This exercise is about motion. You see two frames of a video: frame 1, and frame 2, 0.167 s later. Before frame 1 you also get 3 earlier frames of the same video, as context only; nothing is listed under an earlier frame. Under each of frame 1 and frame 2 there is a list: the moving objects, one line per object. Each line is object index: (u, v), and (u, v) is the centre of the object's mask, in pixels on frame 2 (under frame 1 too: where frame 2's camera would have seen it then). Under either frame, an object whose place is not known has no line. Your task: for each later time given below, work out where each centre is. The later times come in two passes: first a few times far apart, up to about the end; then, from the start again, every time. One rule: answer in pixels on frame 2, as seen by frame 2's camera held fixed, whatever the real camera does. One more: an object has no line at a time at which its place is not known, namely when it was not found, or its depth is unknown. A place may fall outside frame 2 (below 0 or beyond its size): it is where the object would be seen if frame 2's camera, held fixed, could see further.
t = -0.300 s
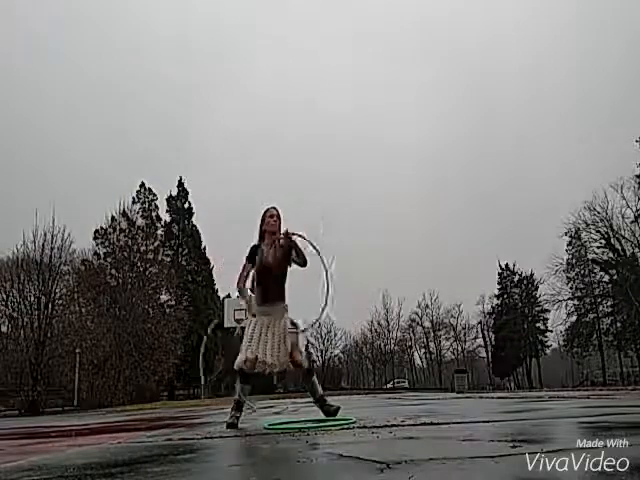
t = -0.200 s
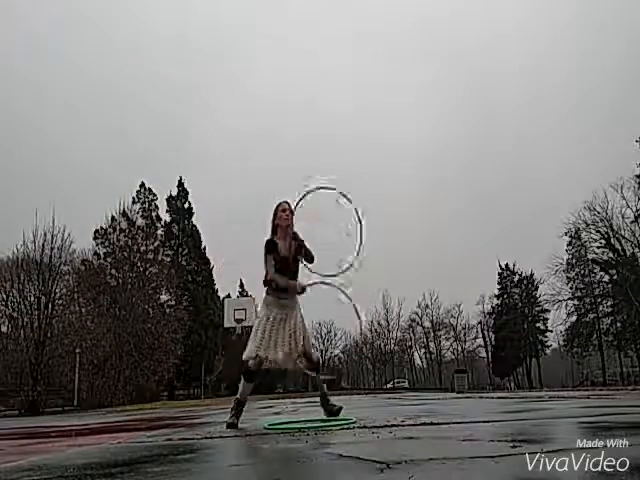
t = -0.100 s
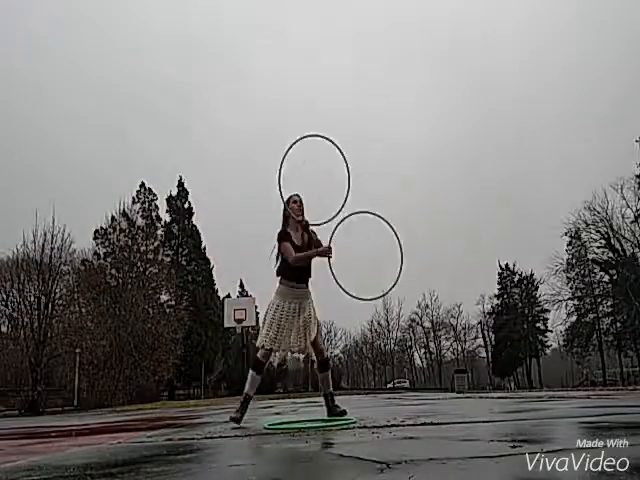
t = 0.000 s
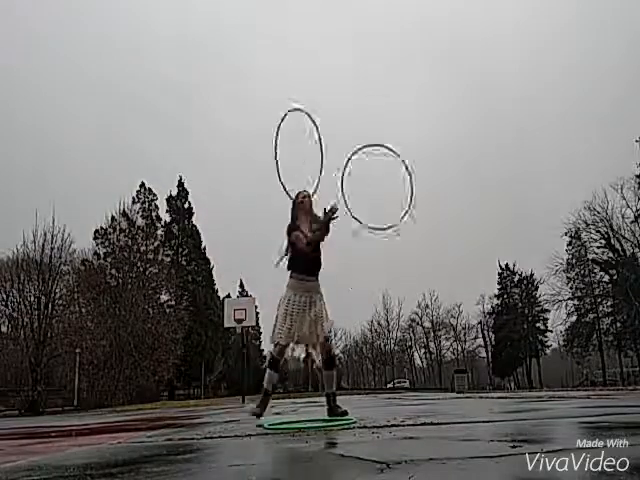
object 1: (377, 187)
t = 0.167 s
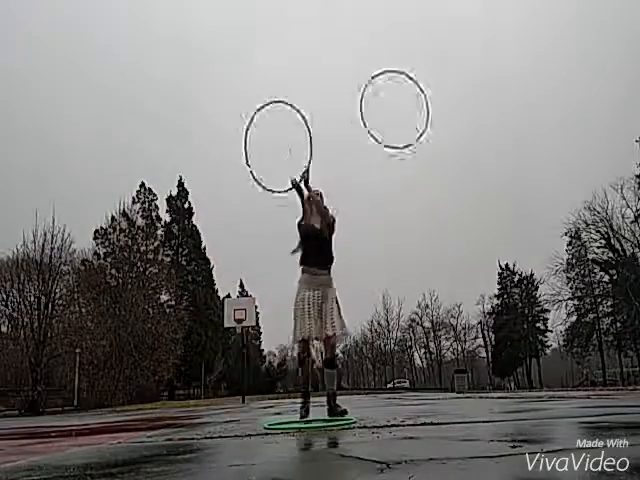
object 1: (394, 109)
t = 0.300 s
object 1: (407, 76)
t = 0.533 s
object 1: (431, 77)
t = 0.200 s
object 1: (397, 99)
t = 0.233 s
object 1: (401, 90)
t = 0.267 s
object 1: (404, 82)
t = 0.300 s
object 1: (407, 76)
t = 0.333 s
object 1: (410, 72)
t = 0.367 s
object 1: (413, 69)
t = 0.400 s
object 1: (417, 68)
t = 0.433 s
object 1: (420, 68)
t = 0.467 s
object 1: (423, 70)
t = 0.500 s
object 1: (427, 73)
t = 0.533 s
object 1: (431, 77)
